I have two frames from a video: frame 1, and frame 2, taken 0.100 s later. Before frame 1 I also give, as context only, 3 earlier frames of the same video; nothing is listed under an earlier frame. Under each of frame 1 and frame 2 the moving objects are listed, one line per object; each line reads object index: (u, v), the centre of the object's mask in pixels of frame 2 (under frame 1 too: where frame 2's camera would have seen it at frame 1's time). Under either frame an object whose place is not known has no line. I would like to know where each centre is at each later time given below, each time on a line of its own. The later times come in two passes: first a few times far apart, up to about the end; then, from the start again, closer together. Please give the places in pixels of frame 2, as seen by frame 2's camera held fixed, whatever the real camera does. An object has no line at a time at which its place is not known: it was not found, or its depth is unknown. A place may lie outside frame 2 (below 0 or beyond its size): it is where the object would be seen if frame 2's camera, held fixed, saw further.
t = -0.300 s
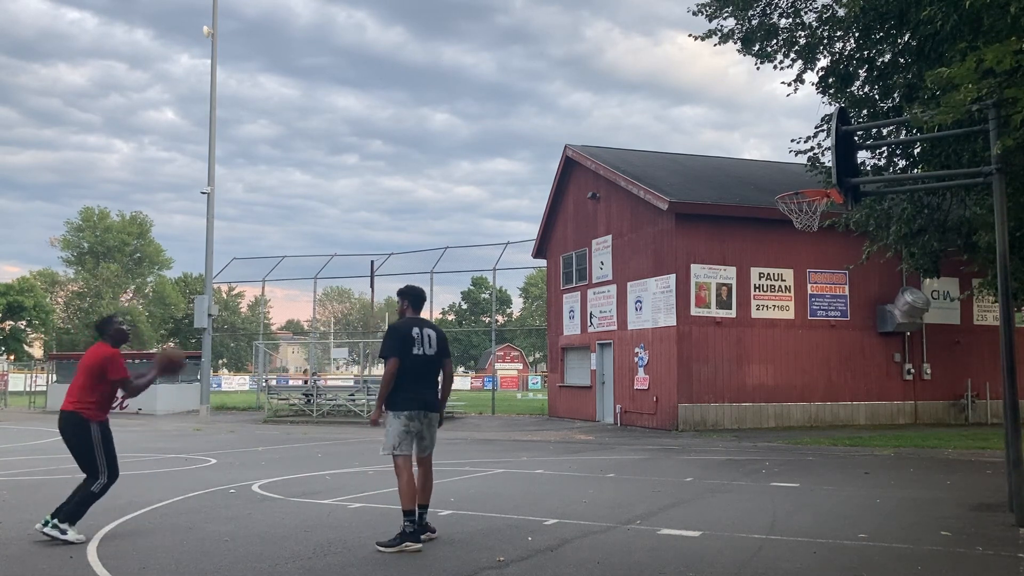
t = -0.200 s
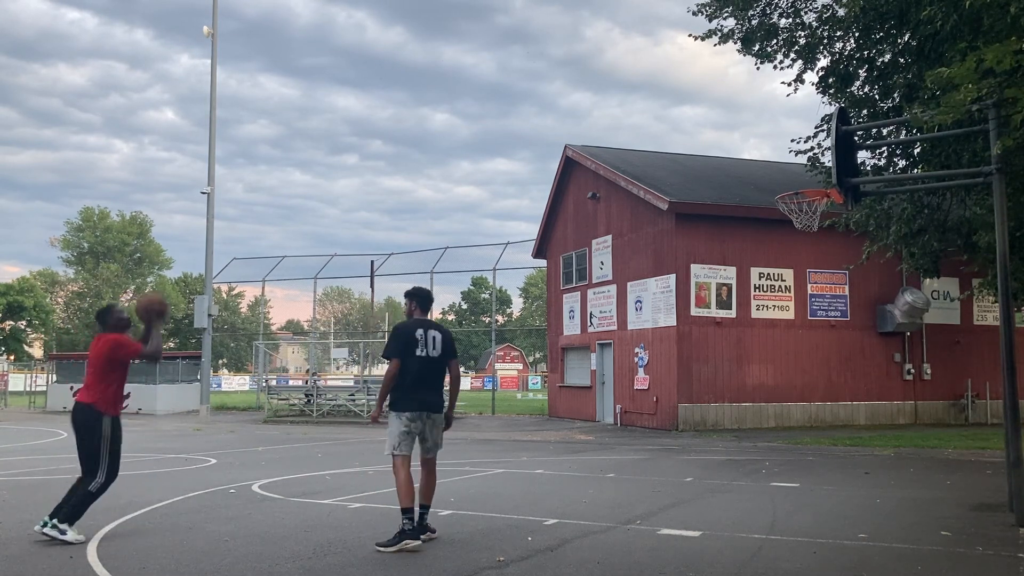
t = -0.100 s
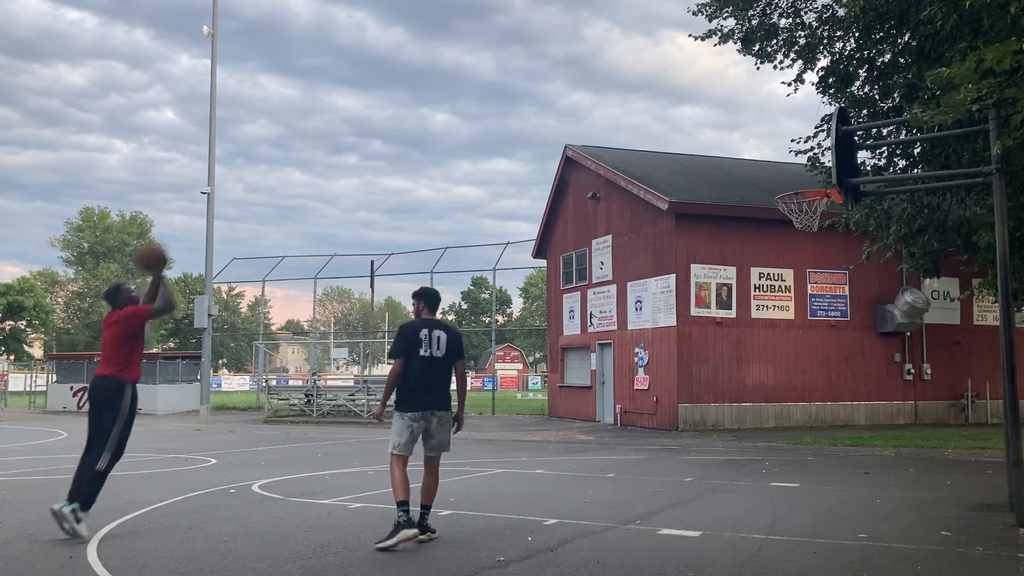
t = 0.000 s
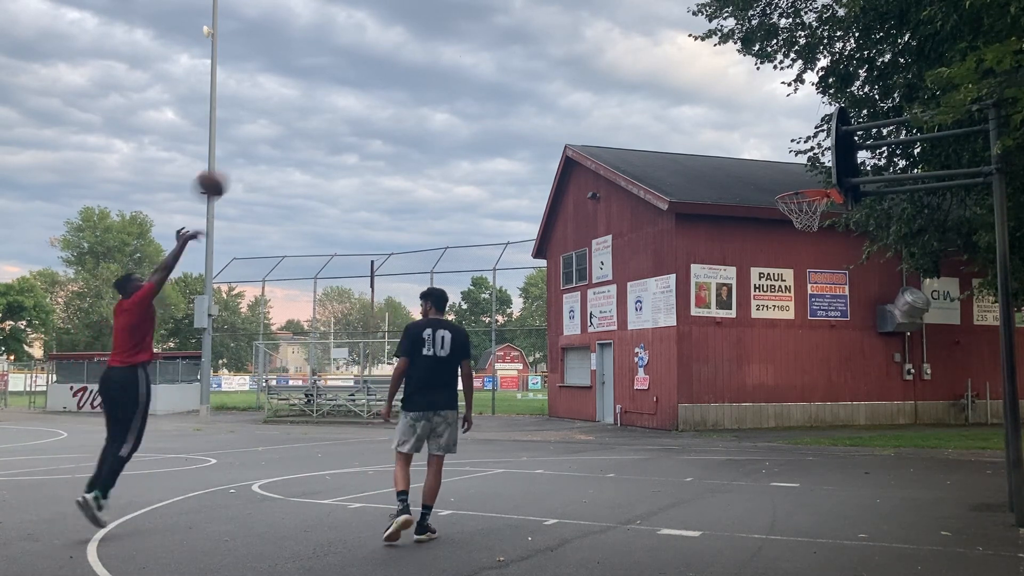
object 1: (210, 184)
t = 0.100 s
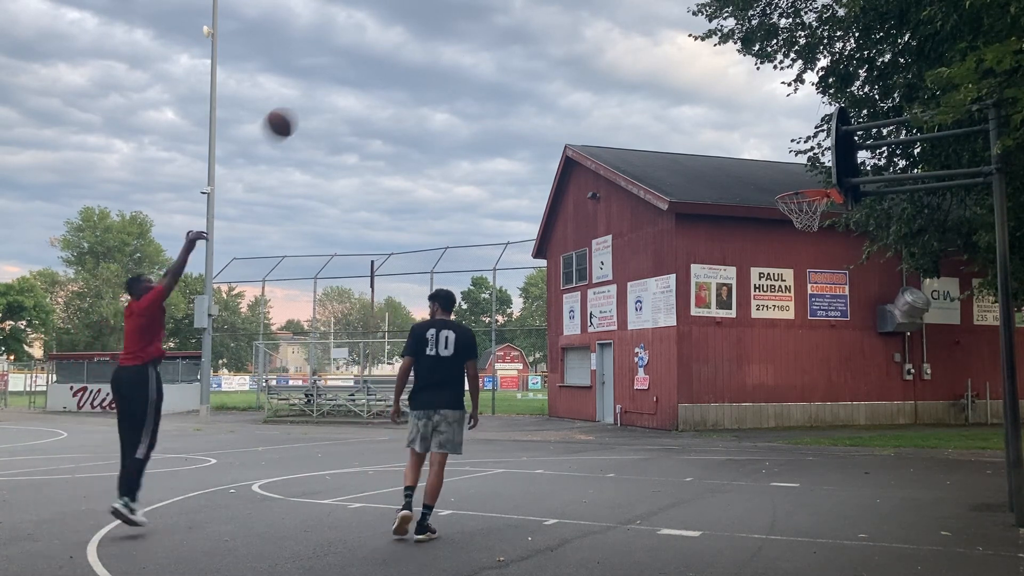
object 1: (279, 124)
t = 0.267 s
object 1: (383, 57)
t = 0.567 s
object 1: (544, 25)
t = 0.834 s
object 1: (668, 74)
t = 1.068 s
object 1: (766, 170)
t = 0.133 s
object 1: (301, 107)
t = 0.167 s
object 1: (322, 92)
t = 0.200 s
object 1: (343, 79)
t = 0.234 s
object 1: (364, 67)
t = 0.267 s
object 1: (383, 57)
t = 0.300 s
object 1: (402, 48)
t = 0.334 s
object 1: (422, 41)
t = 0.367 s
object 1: (440, 35)
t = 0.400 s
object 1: (458, 30)
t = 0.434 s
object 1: (476, 27)
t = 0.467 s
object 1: (494, 25)
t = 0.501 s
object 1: (511, 23)
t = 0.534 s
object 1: (528, 23)
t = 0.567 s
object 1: (544, 25)
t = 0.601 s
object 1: (561, 27)
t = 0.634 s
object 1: (577, 30)
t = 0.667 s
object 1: (593, 35)
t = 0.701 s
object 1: (608, 41)
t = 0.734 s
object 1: (623, 47)
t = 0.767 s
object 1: (638, 55)
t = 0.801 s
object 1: (654, 64)
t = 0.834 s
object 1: (668, 74)
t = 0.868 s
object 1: (683, 85)
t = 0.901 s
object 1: (698, 96)
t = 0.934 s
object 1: (711, 109)
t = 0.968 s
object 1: (726, 123)
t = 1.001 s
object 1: (739, 138)
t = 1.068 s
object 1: (766, 170)
